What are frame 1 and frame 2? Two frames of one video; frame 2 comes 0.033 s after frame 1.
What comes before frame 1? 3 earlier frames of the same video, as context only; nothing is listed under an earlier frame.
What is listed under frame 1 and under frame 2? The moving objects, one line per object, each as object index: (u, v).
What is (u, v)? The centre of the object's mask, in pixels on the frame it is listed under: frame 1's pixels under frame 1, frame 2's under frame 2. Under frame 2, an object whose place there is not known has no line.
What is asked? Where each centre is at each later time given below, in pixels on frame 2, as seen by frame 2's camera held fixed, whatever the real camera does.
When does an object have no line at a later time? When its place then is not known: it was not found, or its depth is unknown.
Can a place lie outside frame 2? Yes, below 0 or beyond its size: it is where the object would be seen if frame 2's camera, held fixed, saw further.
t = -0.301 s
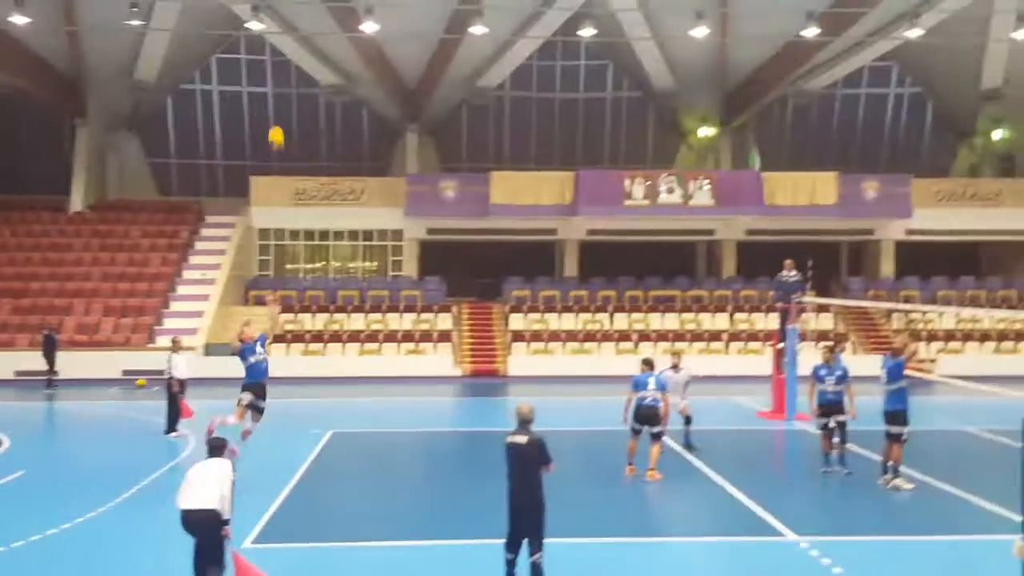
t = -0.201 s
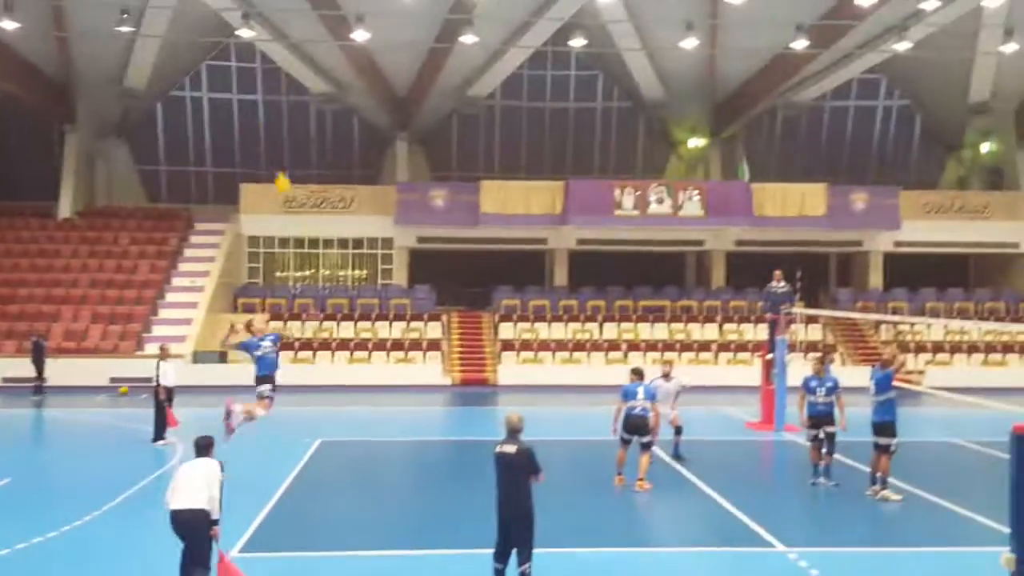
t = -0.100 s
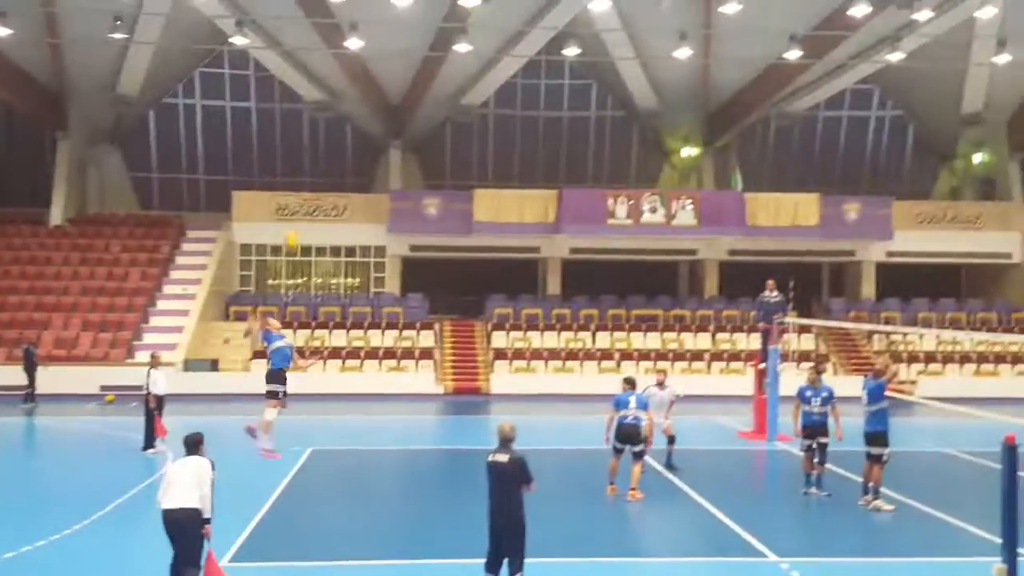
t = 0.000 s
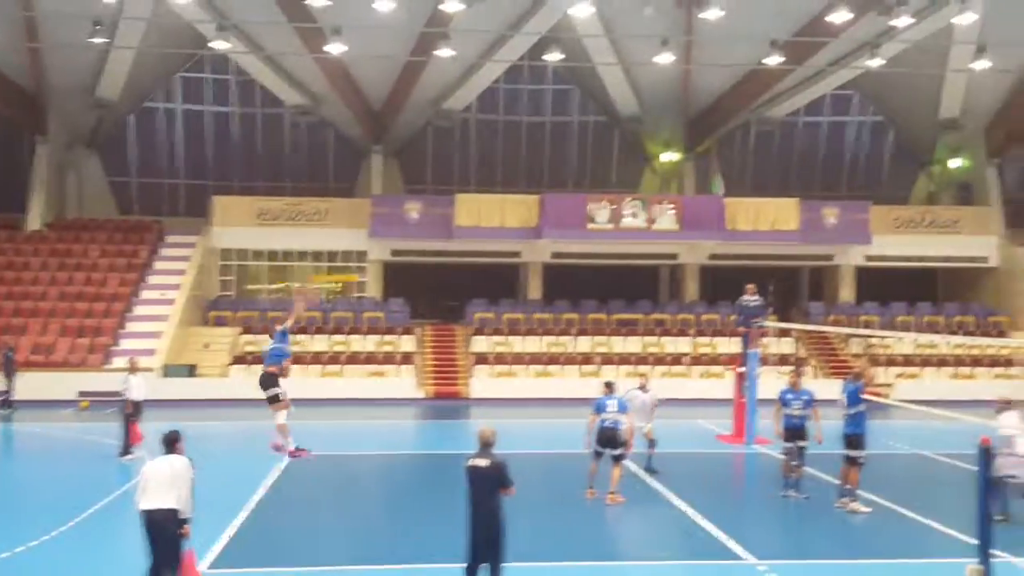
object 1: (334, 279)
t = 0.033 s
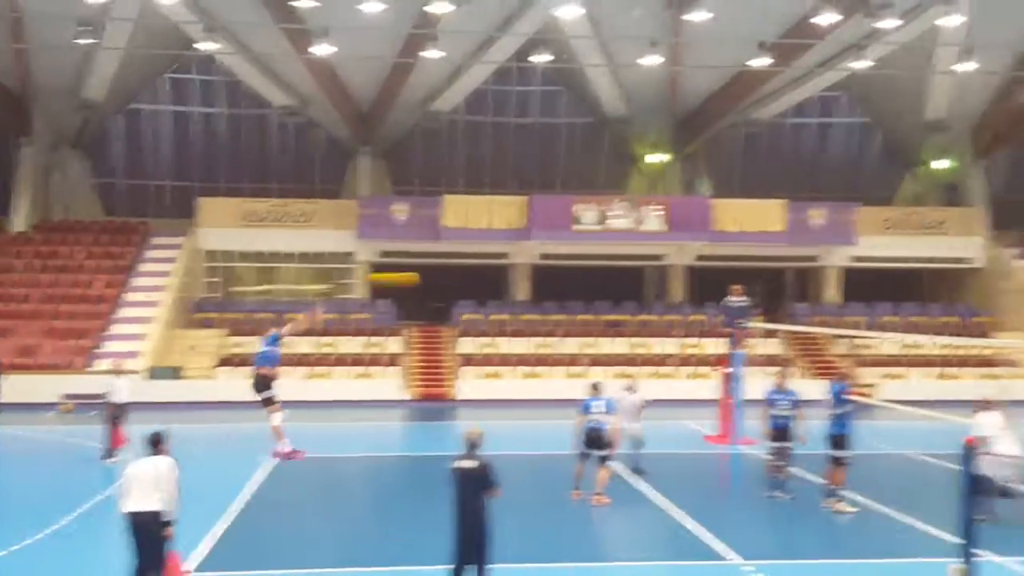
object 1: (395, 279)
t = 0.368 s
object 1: (996, 329)
